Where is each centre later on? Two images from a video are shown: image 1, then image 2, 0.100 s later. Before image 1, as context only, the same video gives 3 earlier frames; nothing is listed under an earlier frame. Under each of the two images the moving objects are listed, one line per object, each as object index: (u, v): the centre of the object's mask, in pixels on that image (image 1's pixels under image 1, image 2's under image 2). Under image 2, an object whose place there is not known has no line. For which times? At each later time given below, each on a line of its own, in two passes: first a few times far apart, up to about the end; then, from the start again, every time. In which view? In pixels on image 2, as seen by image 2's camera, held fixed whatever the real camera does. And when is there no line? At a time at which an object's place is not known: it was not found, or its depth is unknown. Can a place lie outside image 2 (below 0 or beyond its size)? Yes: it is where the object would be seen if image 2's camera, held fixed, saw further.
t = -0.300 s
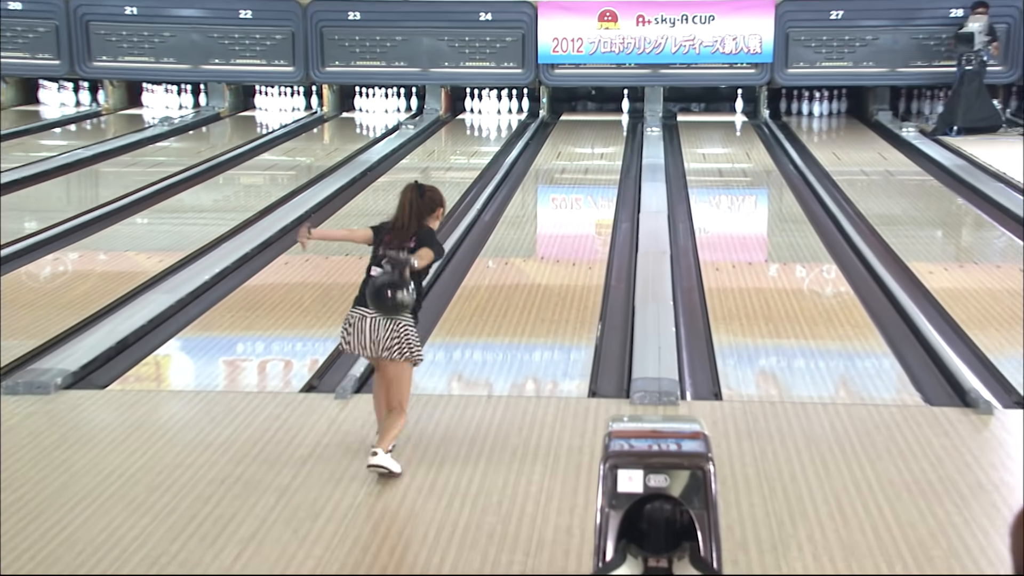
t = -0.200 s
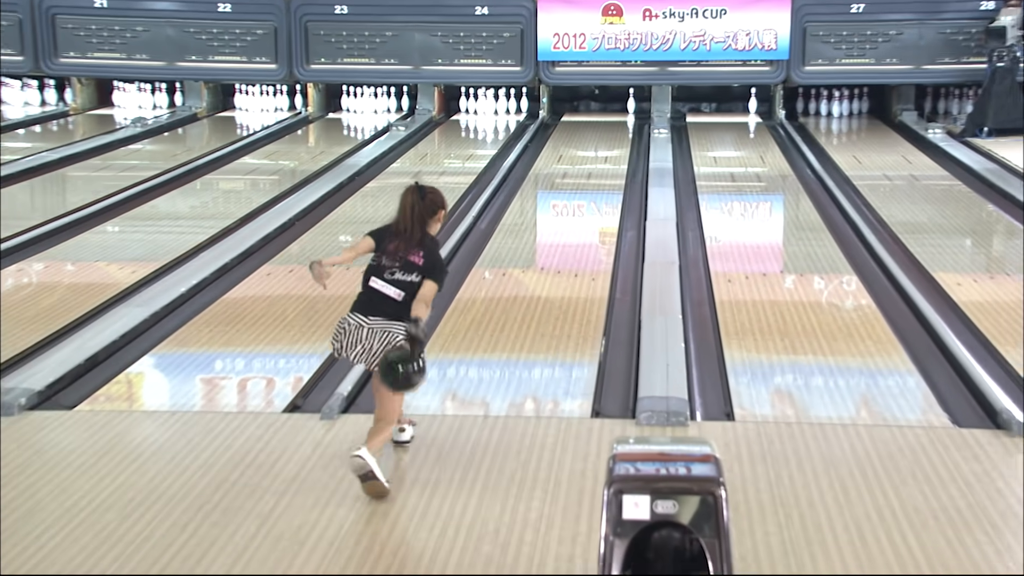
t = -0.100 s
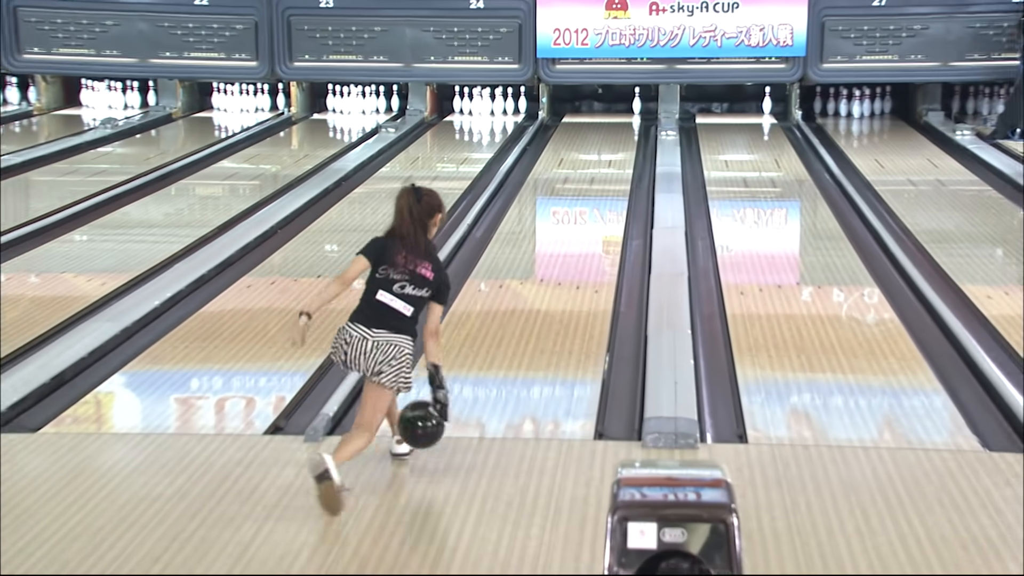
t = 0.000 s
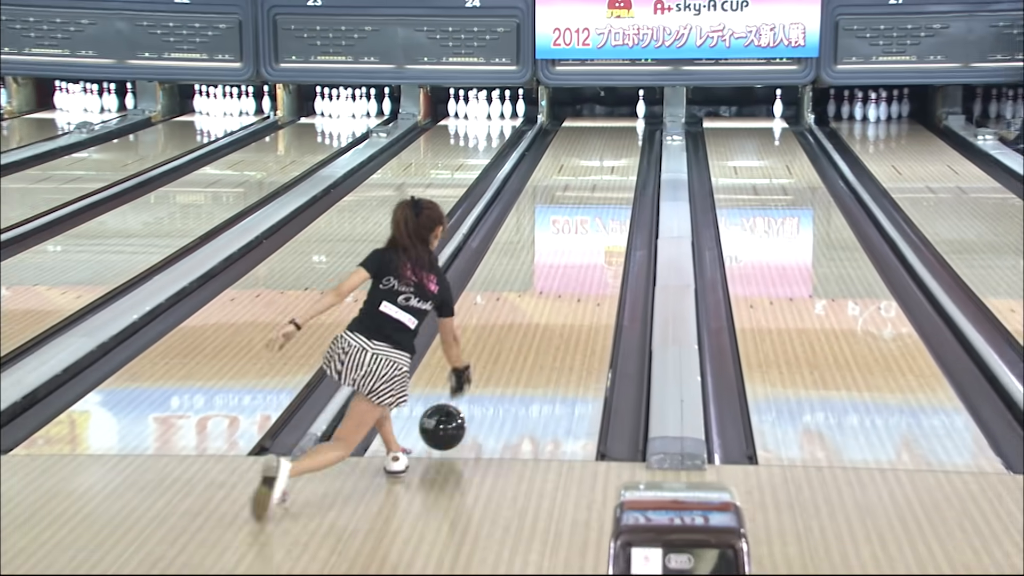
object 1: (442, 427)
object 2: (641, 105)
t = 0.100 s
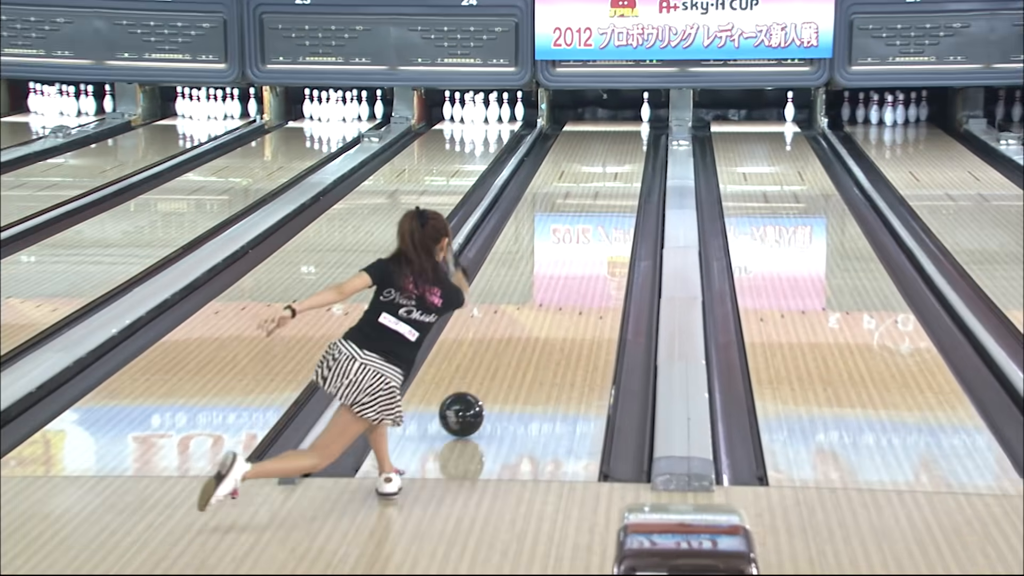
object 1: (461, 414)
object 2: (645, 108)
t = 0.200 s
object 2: (646, 107)
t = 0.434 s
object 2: (649, 105)
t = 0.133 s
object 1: (469, 403)
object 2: (645, 108)
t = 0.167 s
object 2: (646, 108)
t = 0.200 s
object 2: (646, 107)
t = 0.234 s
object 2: (646, 107)
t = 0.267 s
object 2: (646, 106)
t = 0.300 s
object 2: (647, 107)
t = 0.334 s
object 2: (647, 106)
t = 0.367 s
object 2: (648, 106)
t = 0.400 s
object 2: (648, 105)
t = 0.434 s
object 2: (649, 105)
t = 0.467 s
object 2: (649, 105)
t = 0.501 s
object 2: (649, 105)
